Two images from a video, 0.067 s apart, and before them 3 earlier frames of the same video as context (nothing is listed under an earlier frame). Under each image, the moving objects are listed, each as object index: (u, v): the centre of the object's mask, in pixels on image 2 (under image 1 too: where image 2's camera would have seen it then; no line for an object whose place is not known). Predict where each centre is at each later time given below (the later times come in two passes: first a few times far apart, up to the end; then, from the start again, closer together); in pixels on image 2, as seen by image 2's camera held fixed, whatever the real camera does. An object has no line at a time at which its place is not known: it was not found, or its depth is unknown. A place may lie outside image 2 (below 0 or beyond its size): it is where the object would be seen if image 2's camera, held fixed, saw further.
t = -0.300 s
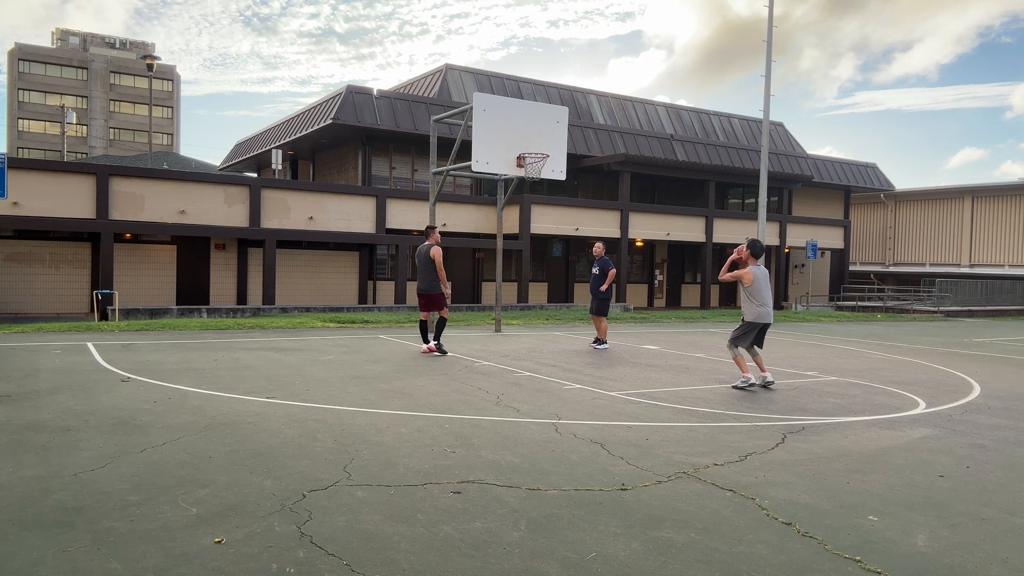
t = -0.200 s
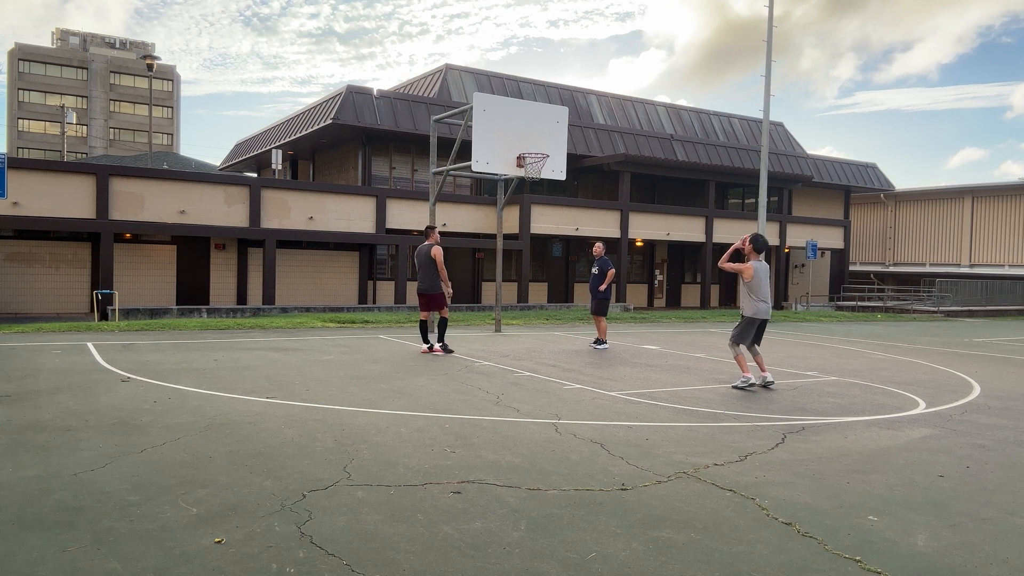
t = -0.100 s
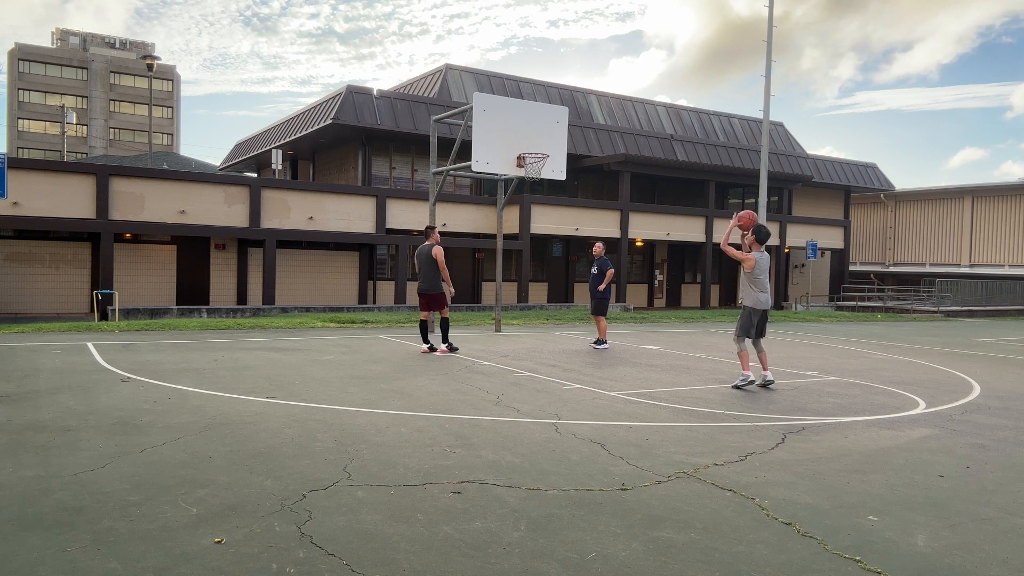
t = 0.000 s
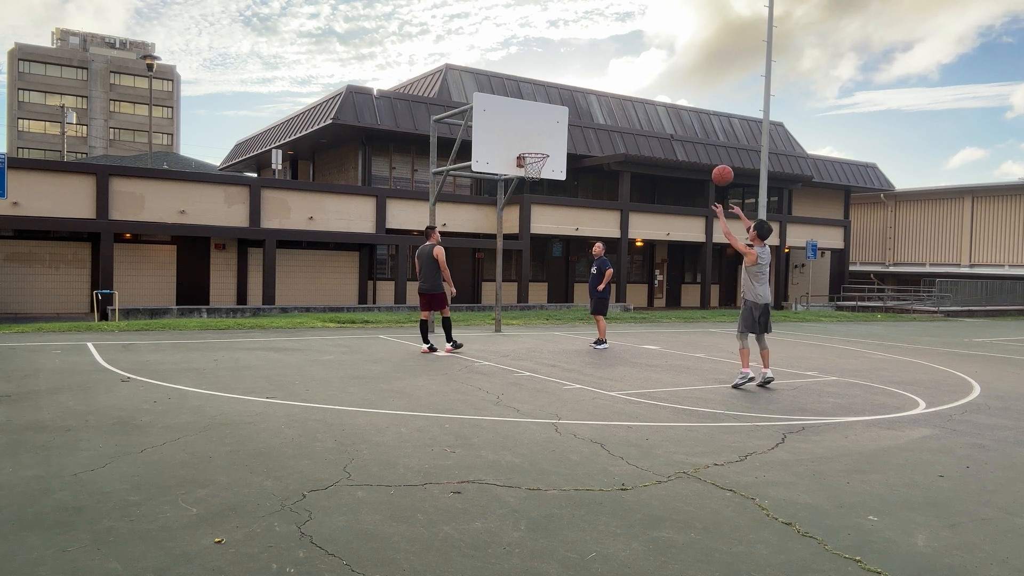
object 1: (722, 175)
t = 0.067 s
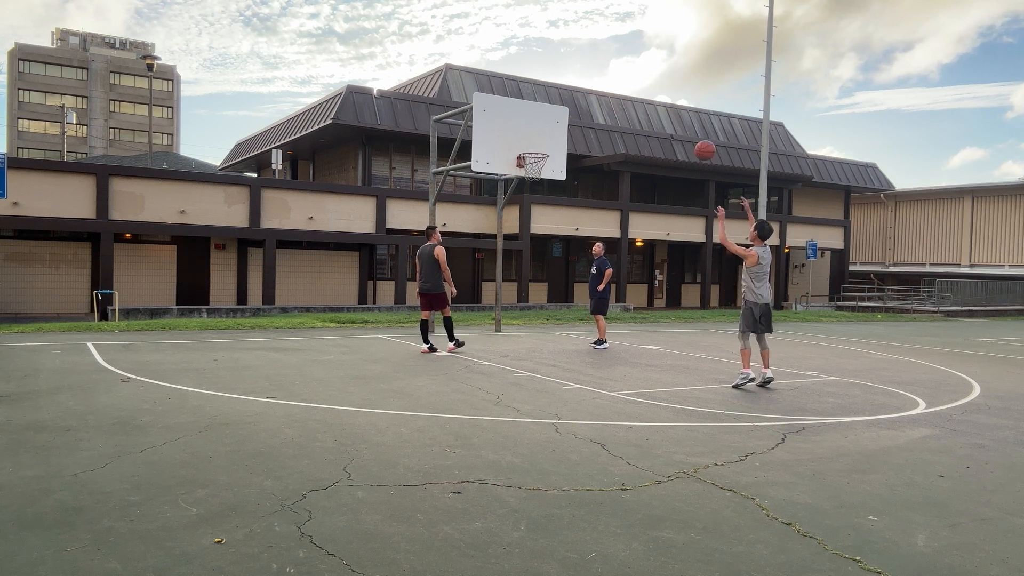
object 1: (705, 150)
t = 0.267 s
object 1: (657, 104)
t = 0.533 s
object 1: (602, 94)
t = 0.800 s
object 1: (557, 130)
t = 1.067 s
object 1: (520, 137)
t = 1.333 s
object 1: (508, 143)
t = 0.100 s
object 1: (696, 140)
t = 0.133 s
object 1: (688, 130)
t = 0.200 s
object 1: (672, 115)
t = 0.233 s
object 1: (664, 109)
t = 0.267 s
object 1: (657, 104)
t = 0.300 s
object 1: (649, 99)
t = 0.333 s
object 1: (642, 96)
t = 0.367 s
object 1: (635, 94)
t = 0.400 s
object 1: (628, 92)
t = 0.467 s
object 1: (615, 92)
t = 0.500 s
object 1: (609, 92)
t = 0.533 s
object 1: (602, 94)
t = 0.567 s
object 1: (596, 96)
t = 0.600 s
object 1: (590, 99)
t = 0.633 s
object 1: (584, 102)
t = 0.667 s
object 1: (579, 107)
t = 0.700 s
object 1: (573, 112)
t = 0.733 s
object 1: (567, 117)
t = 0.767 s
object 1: (562, 123)
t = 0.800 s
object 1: (557, 130)
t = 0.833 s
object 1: (551, 137)
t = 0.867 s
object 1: (546, 145)
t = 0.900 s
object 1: (541, 149)
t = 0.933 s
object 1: (536, 146)
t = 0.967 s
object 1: (531, 144)
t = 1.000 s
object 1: (525, 142)
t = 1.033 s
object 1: (521, 140)
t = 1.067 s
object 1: (520, 137)
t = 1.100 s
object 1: (519, 136)
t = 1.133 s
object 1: (517, 135)
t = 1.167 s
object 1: (516, 134)
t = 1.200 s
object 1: (514, 134)
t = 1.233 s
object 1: (513, 135)
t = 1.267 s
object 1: (511, 137)
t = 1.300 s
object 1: (510, 140)
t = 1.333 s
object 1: (508, 143)
